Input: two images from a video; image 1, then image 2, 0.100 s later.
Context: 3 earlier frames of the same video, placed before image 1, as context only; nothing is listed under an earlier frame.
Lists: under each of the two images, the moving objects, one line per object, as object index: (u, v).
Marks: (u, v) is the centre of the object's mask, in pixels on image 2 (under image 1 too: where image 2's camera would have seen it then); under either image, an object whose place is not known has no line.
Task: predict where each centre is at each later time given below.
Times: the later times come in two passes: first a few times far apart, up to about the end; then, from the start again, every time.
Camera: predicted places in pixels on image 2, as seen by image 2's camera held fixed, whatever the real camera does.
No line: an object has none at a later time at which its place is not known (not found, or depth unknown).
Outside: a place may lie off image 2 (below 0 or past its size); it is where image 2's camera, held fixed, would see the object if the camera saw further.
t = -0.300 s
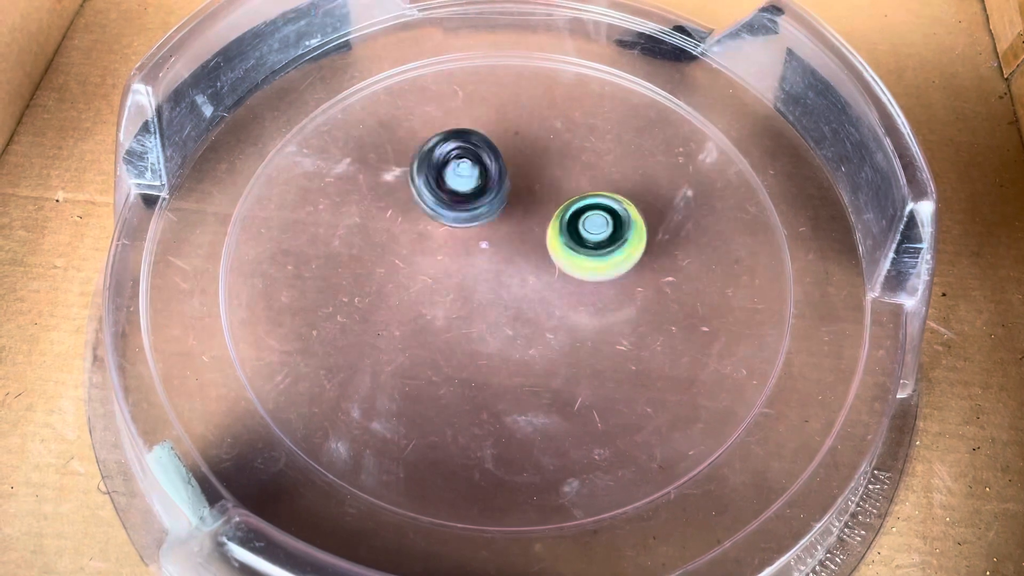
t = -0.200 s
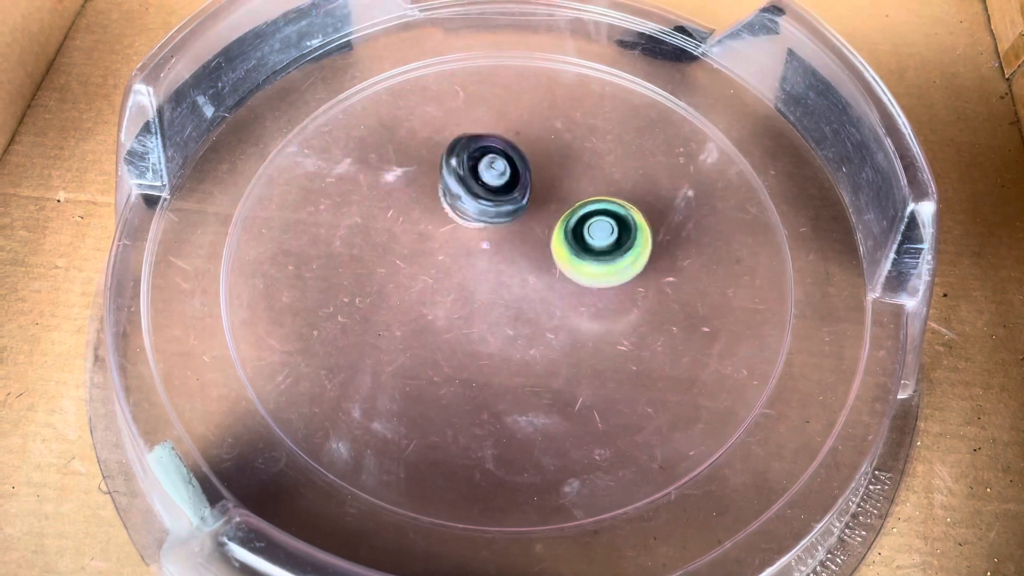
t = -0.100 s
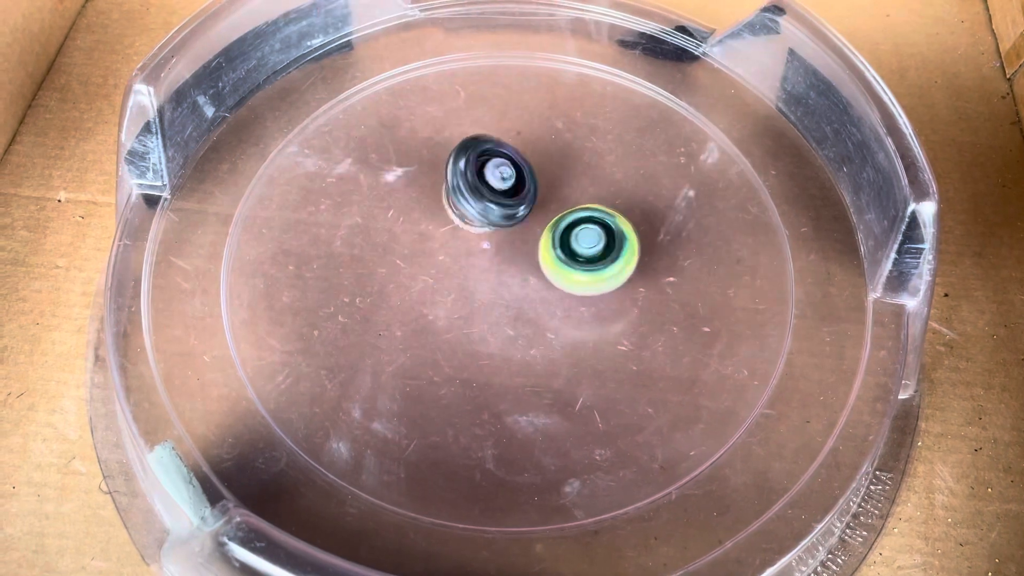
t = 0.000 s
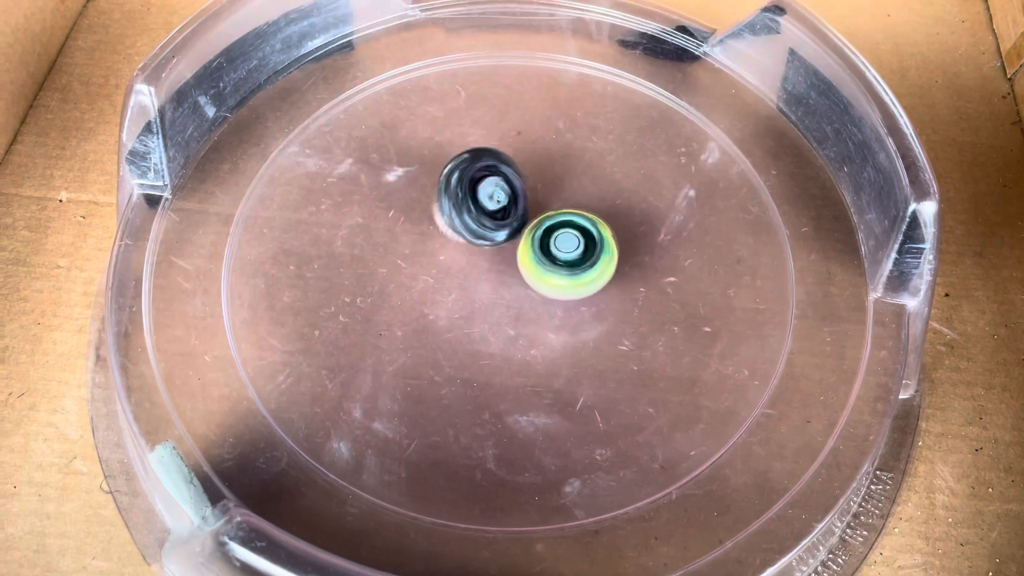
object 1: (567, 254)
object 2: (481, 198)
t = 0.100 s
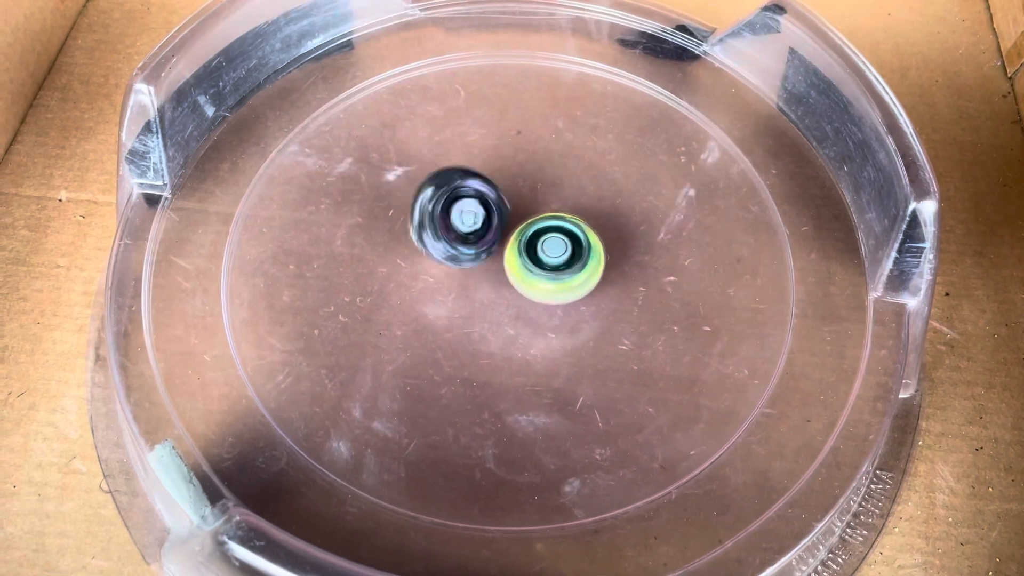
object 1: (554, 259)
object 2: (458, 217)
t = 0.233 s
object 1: (546, 262)
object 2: (430, 236)
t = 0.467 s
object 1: (571, 254)
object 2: (413, 231)
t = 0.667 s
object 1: (589, 271)
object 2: (420, 225)
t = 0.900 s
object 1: (545, 269)
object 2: (424, 233)
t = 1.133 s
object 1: (529, 222)
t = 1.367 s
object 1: (559, 229)
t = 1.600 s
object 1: (528, 269)
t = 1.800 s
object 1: (530, 272)
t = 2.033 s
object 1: (572, 273)
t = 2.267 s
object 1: (571, 282)
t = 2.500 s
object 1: (543, 256)
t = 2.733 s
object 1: (555, 226)
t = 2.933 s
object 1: (562, 237)
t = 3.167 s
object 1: (537, 253)
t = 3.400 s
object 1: (550, 247)
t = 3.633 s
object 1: (551, 258)
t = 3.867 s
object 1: (552, 253)
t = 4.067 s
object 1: (585, 246)
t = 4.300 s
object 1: (570, 259)
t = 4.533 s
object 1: (525, 241)
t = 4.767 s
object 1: (536, 215)
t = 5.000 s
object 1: (547, 247)
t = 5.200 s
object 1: (550, 263)
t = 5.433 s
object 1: (554, 268)
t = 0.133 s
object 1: (553, 260)
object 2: (448, 223)
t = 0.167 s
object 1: (550, 261)
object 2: (441, 228)
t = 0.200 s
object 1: (548, 261)
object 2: (435, 233)
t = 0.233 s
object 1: (546, 262)
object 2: (430, 236)
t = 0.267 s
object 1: (542, 261)
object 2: (429, 235)
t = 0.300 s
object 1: (540, 260)
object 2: (429, 235)
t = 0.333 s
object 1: (538, 259)
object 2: (431, 235)
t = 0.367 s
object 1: (535, 257)
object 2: (435, 234)
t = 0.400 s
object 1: (549, 255)
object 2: (423, 231)
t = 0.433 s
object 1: (563, 253)
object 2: (415, 228)
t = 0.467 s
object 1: (571, 254)
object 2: (413, 231)
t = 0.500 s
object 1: (578, 255)
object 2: (413, 234)
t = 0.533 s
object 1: (584, 258)
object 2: (415, 234)
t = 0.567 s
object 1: (587, 261)
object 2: (416, 232)
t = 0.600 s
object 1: (590, 264)
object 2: (417, 230)
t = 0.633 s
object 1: (590, 268)
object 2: (418, 229)
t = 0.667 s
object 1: (589, 271)
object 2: (420, 225)
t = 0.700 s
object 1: (586, 274)
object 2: (420, 224)
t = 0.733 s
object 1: (582, 276)
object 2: (419, 223)
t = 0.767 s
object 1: (576, 277)
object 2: (420, 222)
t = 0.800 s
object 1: (569, 277)
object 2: (421, 224)
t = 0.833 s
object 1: (562, 277)
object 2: (422, 227)
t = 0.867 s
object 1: (553, 274)
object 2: (423, 229)
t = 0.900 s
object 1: (545, 269)
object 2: (424, 233)
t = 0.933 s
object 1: (538, 264)
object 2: (424, 238)
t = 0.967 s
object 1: (532, 257)
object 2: (423, 242)
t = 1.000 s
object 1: (529, 250)
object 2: (422, 245)
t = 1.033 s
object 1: (527, 243)
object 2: (421, 247)
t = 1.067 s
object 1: (525, 234)
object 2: (421, 249)
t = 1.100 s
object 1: (527, 227)
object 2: (421, 249)
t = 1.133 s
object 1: (529, 222)
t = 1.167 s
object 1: (533, 217)
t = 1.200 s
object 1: (539, 215)
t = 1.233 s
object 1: (544, 215)
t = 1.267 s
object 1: (549, 216)
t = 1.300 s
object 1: (554, 219)
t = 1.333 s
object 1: (557, 224)
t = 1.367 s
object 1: (559, 229)
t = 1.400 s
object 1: (559, 235)
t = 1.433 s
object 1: (557, 242)
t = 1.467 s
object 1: (555, 248)
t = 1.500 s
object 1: (550, 255)
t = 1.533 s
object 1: (543, 261)
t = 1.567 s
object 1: (535, 265)
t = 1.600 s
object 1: (528, 269)
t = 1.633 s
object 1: (530, 270)
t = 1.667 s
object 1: (530, 271)
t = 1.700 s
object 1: (529, 272)
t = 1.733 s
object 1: (529, 271)
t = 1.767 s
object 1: (530, 272)
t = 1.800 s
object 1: (530, 272)
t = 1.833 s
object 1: (536, 270)
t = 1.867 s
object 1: (542, 269)
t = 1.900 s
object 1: (549, 268)
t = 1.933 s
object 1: (557, 269)
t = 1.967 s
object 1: (562, 270)
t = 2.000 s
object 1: (568, 271)
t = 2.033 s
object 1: (572, 273)
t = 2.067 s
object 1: (575, 275)
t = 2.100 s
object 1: (577, 277)
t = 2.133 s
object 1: (577, 279)
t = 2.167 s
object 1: (577, 280)
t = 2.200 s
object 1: (575, 282)
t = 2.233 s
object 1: (574, 282)
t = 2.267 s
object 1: (571, 282)
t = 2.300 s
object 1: (567, 281)
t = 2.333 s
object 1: (564, 280)
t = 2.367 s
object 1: (558, 277)
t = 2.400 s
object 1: (553, 273)
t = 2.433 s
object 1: (549, 268)
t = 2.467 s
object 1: (545, 262)
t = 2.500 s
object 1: (543, 256)
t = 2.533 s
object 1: (542, 250)
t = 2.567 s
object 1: (542, 243)
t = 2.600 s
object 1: (543, 238)
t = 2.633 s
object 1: (545, 233)
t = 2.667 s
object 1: (548, 230)
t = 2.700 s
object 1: (551, 227)
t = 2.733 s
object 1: (555, 226)
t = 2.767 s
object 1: (557, 226)
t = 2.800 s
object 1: (560, 227)
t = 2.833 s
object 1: (561, 228)
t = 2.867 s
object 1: (562, 230)
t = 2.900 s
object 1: (562, 234)
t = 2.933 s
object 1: (562, 237)
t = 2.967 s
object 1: (560, 241)
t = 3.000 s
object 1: (556, 246)
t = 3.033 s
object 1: (551, 250)
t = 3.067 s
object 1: (544, 253)
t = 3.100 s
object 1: (539, 255)
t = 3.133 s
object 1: (532, 257)
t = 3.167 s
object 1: (537, 253)
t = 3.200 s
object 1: (539, 251)
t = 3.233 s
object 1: (540, 249)
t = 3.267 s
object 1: (542, 248)
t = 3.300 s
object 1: (544, 247)
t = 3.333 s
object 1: (546, 247)
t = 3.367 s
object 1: (548, 247)
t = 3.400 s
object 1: (550, 247)
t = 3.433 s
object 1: (551, 249)
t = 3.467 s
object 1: (552, 249)
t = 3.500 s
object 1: (553, 251)
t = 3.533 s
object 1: (552, 252)
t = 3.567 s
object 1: (553, 254)
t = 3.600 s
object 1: (551, 256)
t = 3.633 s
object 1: (551, 258)
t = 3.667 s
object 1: (549, 259)
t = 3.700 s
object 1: (549, 261)
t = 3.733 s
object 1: (546, 262)
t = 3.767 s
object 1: (545, 262)
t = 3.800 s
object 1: (543, 262)
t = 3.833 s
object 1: (548, 257)
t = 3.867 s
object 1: (552, 253)
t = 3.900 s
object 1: (559, 248)
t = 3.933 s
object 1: (565, 246)
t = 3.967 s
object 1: (571, 244)
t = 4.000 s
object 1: (577, 244)
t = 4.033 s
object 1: (581, 244)
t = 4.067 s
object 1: (585, 246)
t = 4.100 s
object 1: (587, 247)
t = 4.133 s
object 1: (587, 250)
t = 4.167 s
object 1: (587, 252)
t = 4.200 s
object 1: (584, 254)
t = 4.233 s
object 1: (581, 256)
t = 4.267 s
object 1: (575, 259)
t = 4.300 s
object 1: (570, 259)
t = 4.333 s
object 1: (562, 260)
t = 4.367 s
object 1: (555, 259)
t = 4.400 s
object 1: (547, 257)
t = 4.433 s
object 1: (541, 254)
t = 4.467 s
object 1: (535, 251)
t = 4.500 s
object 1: (530, 246)
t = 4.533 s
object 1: (525, 241)
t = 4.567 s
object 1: (524, 234)
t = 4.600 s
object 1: (522, 230)
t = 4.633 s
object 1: (524, 225)
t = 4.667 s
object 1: (525, 221)
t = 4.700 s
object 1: (528, 217)
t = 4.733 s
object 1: (531, 216)
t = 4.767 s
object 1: (536, 215)
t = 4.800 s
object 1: (539, 218)
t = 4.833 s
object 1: (544, 220)
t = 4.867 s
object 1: (546, 224)
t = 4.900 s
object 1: (548, 229)
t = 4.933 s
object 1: (548, 235)
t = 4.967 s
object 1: (549, 241)
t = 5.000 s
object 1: (547, 247)
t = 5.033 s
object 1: (546, 252)
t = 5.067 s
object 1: (544, 258)
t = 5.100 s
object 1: (545, 261)
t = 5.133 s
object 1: (545, 262)
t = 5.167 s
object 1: (548, 262)
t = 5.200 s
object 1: (550, 263)
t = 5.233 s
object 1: (552, 264)
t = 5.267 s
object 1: (553, 264)
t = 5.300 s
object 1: (554, 265)
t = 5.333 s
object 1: (555, 265)
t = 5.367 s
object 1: (555, 267)
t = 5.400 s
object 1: (555, 267)
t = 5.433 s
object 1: (554, 268)
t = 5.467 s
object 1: (554, 267)
